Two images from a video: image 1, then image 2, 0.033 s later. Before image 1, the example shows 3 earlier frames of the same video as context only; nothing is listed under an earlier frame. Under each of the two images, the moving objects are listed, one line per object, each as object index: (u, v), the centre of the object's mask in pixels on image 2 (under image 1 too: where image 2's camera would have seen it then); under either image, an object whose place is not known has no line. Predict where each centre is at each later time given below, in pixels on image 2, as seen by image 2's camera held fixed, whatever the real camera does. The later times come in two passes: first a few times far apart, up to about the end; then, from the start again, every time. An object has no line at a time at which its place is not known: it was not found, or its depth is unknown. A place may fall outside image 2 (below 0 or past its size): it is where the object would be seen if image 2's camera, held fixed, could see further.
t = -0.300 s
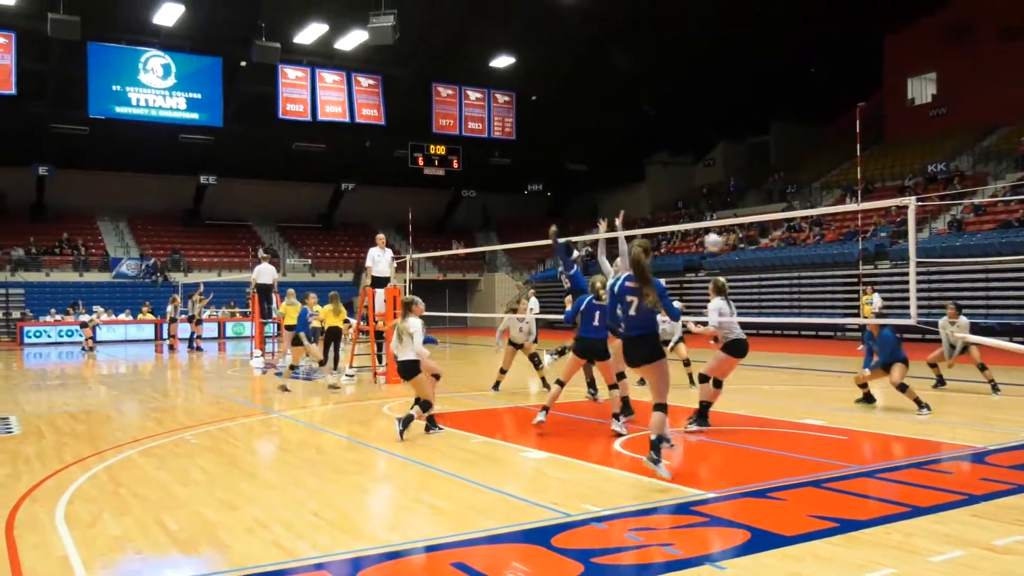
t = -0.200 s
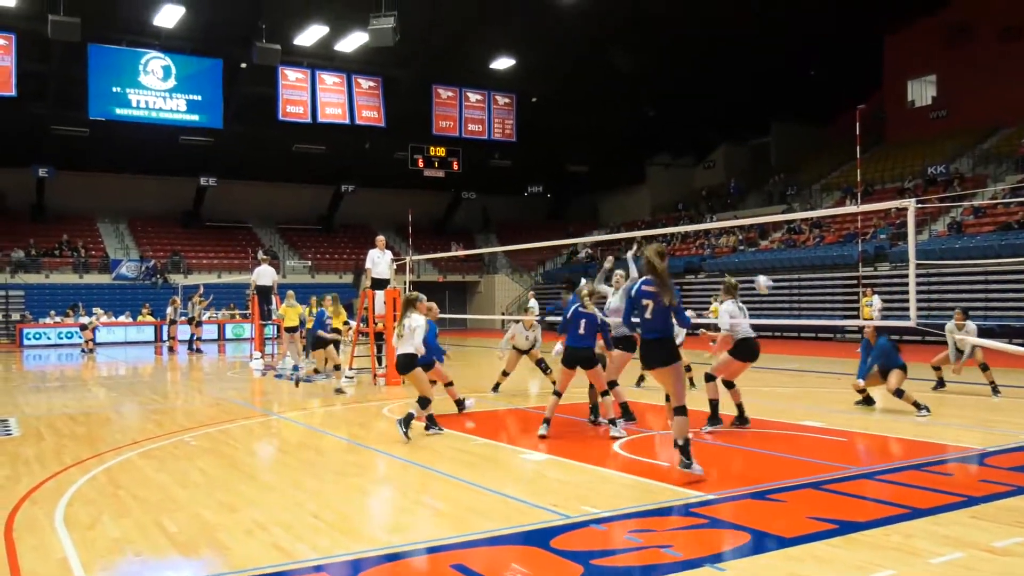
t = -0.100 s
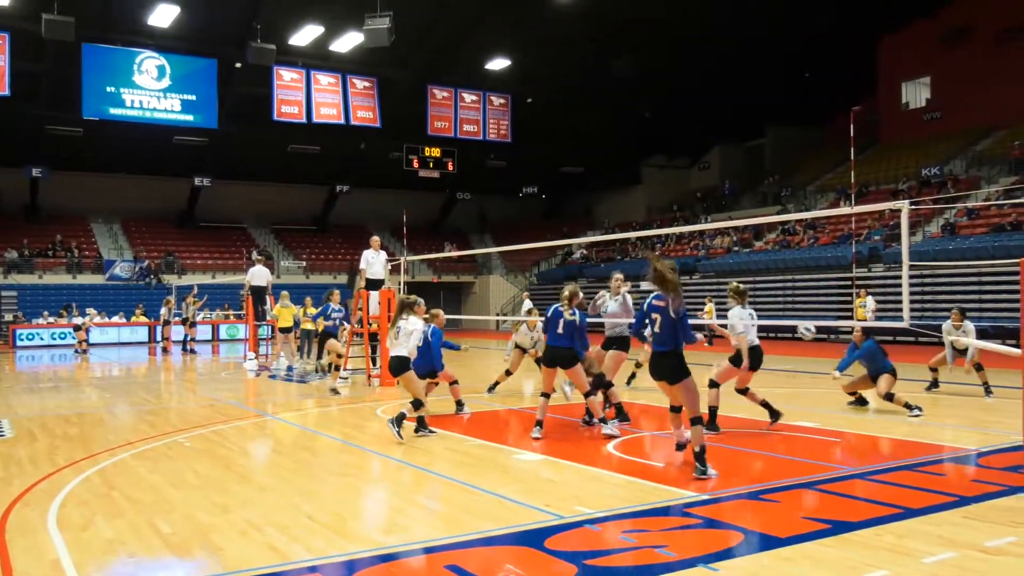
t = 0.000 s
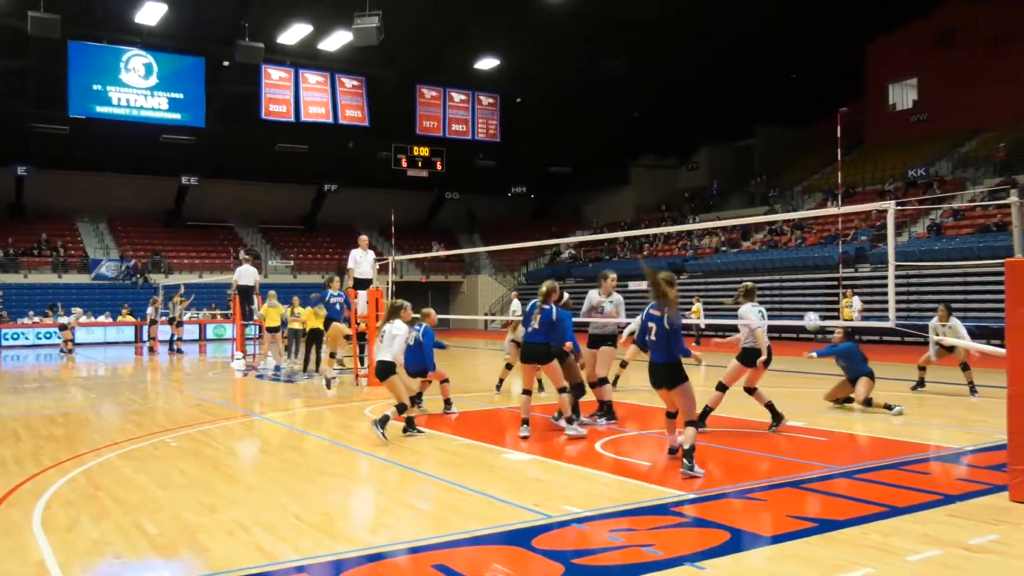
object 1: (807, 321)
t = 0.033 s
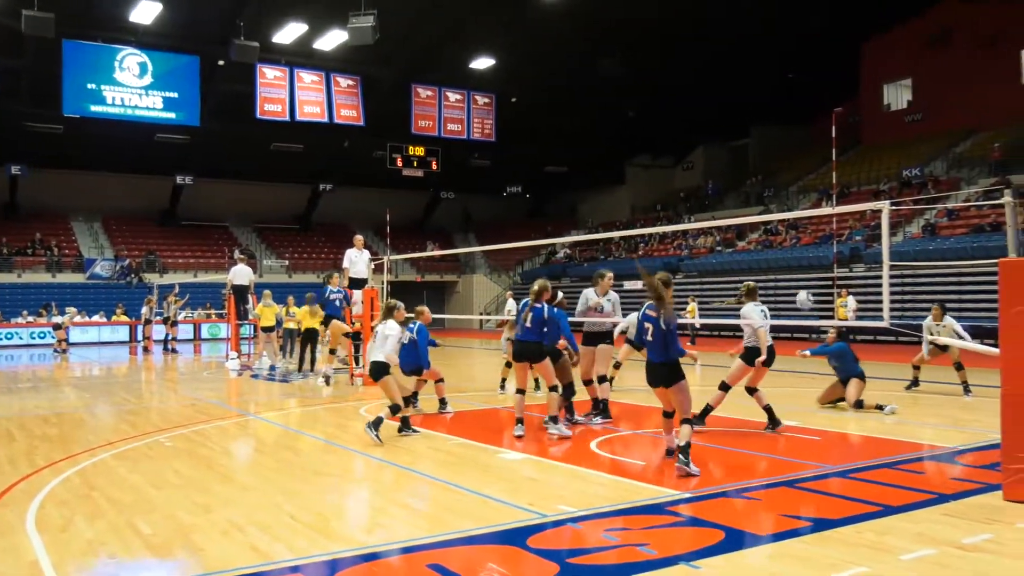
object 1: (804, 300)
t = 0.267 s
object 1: (788, 183)
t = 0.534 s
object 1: (773, 103)
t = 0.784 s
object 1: (762, 77)
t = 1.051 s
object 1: (752, 98)
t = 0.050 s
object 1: (803, 290)
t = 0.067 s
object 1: (801, 280)
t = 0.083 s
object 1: (800, 271)
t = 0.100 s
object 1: (799, 263)
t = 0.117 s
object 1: (798, 254)
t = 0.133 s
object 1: (797, 245)
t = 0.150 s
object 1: (796, 236)
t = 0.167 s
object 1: (795, 228)
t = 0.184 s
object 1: (795, 222)
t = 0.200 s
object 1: (792, 212)
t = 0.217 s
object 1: (792, 203)
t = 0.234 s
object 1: (791, 197)
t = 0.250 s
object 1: (790, 190)
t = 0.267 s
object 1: (788, 183)
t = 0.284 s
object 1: (787, 176)
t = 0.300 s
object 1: (786, 170)
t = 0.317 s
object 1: (785, 164)
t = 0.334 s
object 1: (784, 158)
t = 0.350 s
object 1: (783, 152)
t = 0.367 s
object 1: (782, 147)
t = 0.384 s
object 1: (781, 141)
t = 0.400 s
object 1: (780, 136)
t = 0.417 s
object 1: (779, 131)
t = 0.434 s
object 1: (778, 127)
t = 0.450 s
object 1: (777, 122)
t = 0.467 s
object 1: (776, 118)
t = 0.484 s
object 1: (775, 114)
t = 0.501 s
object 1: (774, 110)
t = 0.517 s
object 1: (774, 106)
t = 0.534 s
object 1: (773, 103)
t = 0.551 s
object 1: (772, 100)
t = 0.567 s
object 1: (771, 97)
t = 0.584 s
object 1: (770, 94)
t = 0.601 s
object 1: (769, 92)
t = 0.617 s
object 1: (769, 89)
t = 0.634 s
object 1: (768, 87)
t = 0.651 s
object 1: (767, 85)
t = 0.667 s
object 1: (766, 84)
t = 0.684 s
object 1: (765, 82)
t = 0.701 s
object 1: (765, 81)
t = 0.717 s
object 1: (764, 80)
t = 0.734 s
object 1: (763, 79)
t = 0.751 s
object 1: (763, 78)
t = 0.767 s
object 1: (762, 77)
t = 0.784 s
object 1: (762, 77)
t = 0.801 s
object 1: (761, 77)
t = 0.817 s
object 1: (760, 77)
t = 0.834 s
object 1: (759, 77)
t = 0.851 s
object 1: (759, 78)
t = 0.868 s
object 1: (758, 79)
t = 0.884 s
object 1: (757, 80)
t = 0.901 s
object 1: (757, 81)
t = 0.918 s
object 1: (756, 82)
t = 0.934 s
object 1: (756, 83)
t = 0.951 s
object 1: (755, 85)
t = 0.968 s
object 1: (754, 87)
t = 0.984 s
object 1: (754, 89)
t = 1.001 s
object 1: (753, 91)
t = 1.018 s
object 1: (753, 93)
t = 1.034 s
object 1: (752, 96)
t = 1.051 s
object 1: (752, 98)
